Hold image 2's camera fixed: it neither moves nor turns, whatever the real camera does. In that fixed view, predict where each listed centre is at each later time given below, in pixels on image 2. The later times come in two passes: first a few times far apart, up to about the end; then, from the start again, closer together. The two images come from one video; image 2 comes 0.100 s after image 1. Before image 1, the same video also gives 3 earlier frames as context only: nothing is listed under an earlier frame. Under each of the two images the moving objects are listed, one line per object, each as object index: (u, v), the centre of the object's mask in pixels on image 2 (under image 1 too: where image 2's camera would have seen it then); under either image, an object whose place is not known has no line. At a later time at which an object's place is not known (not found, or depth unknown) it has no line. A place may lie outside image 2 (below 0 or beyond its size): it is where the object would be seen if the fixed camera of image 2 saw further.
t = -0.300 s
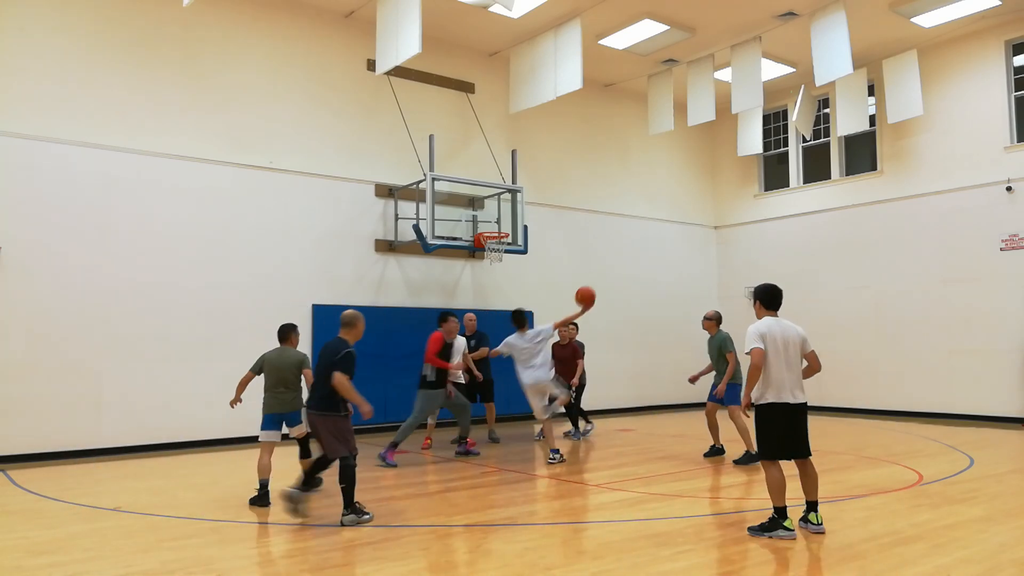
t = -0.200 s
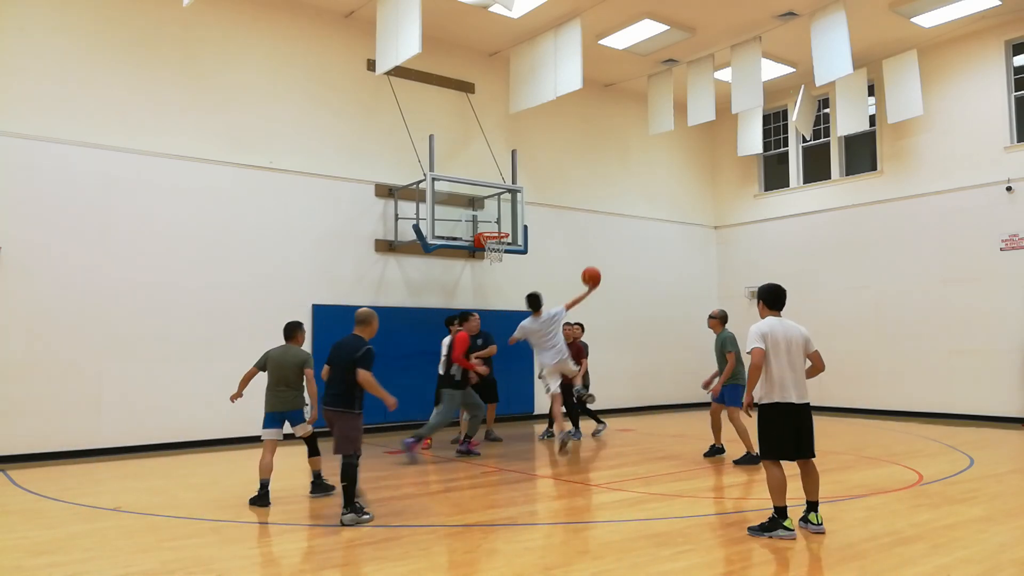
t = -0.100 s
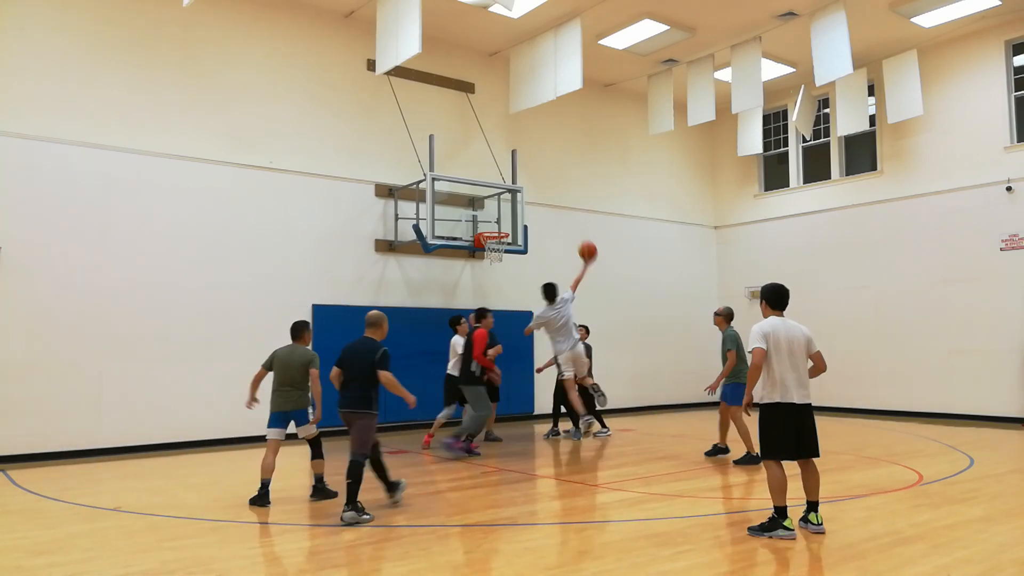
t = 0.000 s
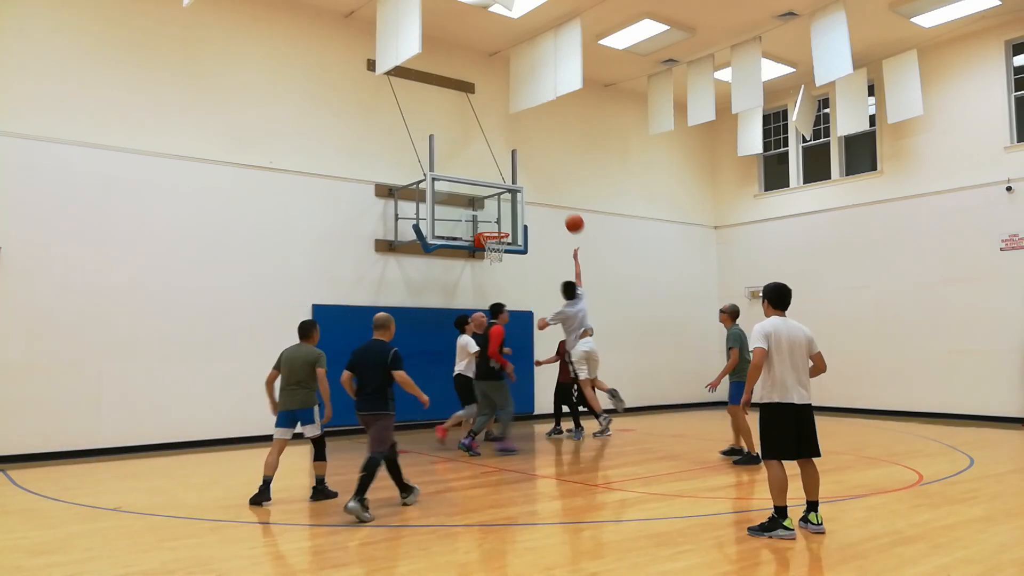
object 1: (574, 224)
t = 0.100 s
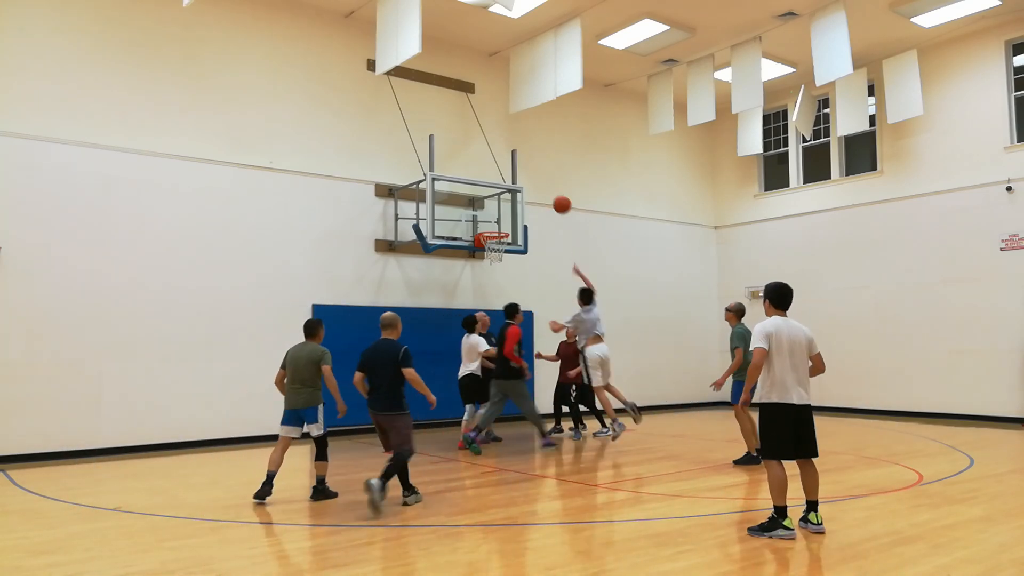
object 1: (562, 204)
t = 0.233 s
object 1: (546, 191)
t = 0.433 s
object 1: (526, 195)
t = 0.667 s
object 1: (505, 227)
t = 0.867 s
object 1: (491, 220)
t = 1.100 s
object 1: (499, 224)
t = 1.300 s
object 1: (486, 237)
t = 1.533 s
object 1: (490, 262)
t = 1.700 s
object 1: (496, 294)
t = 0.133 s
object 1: (557, 200)
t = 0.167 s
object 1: (554, 196)
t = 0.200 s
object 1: (550, 193)
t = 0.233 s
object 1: (546, 191)
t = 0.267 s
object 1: (543, 190)
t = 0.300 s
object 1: (539, 189)
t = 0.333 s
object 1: (536, 190)
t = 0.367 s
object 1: (533, 190)
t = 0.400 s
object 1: (530, 192)
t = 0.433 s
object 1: (526, 195)
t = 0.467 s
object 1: (523, 198)
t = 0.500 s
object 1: (520, 201)
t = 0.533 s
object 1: (516, 206)
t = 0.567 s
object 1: (513, 211)
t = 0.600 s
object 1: (510, 216)
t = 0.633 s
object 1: (508, 222)
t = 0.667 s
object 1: (505, 227)
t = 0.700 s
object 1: (503, 224)
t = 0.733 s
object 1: (500, 222)
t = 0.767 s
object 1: (498, 221)
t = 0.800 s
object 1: (495, 220)
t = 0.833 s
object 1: (493, 220)
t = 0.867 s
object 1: (491, 220)
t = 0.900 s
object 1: (492, 219)
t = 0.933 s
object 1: (493, 218)
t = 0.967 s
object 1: (494, 218)
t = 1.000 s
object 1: (495, 218)
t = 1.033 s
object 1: (497, 220)
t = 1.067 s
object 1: (498, 222)
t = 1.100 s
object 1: (499, 224)
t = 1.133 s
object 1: (500, 227)
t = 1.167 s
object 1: (500, 228)
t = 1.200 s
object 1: (496, 228)
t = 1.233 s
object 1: (493, 231)
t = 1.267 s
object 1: (490, 232)
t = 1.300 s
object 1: (486, 237)
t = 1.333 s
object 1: (485, 240)
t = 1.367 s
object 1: (485, 243)
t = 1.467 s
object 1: (487, 251)
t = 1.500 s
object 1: (490, 257)
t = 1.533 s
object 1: (490, 262)
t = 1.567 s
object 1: (491, 266)
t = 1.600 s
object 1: (492, 272)
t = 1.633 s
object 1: (494, 278)
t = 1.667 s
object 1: (494, 286)
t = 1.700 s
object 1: (496, 294)
